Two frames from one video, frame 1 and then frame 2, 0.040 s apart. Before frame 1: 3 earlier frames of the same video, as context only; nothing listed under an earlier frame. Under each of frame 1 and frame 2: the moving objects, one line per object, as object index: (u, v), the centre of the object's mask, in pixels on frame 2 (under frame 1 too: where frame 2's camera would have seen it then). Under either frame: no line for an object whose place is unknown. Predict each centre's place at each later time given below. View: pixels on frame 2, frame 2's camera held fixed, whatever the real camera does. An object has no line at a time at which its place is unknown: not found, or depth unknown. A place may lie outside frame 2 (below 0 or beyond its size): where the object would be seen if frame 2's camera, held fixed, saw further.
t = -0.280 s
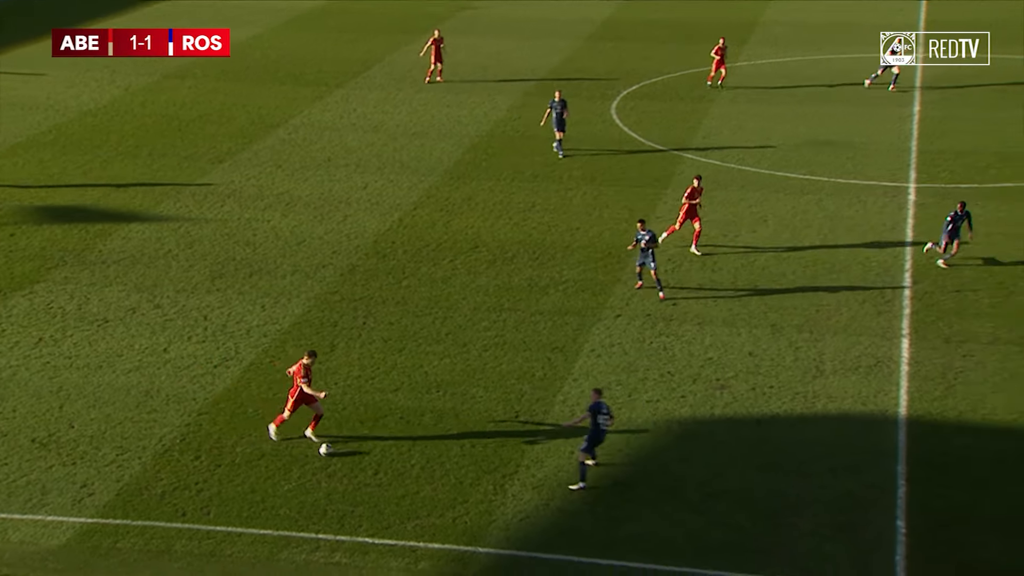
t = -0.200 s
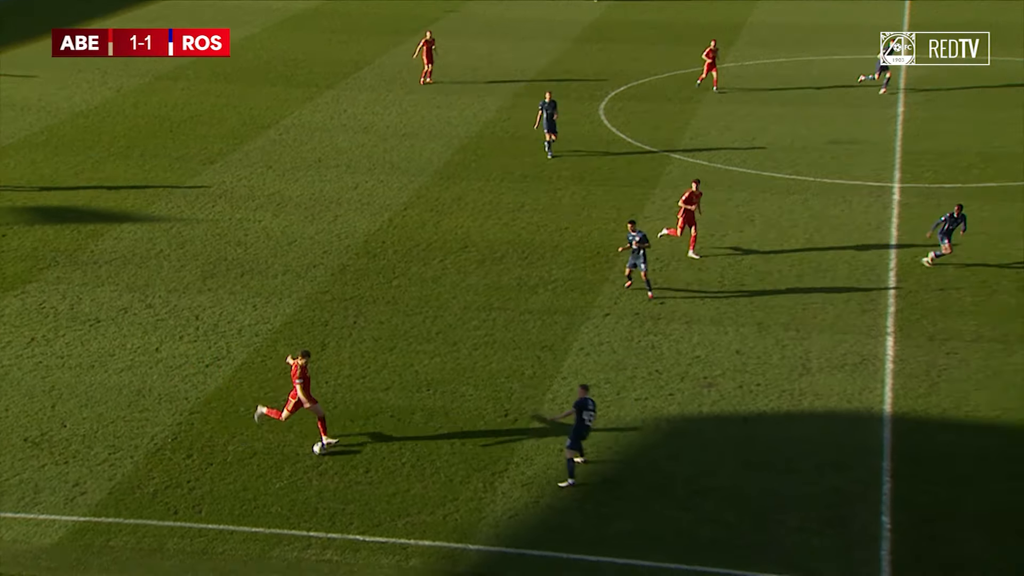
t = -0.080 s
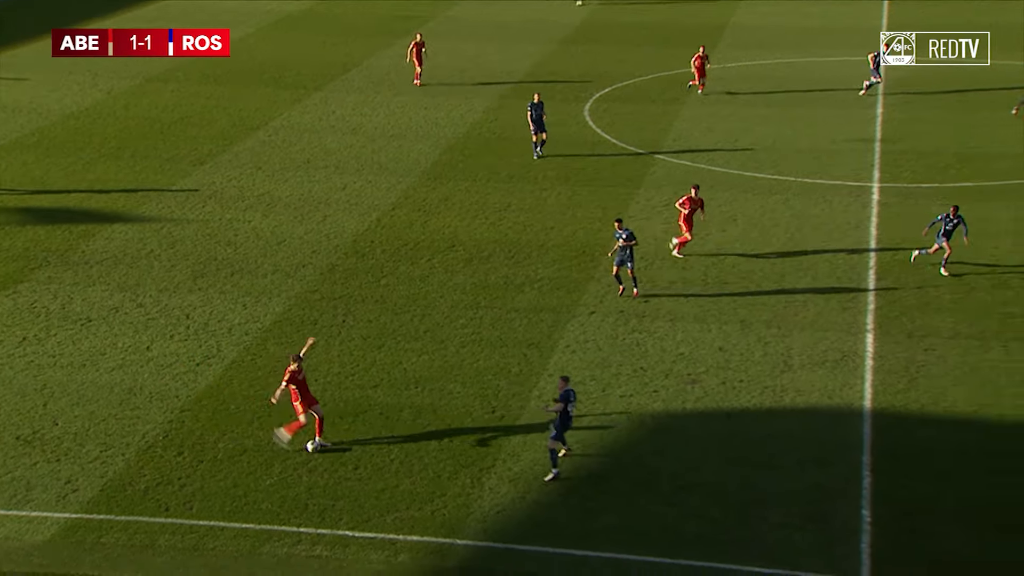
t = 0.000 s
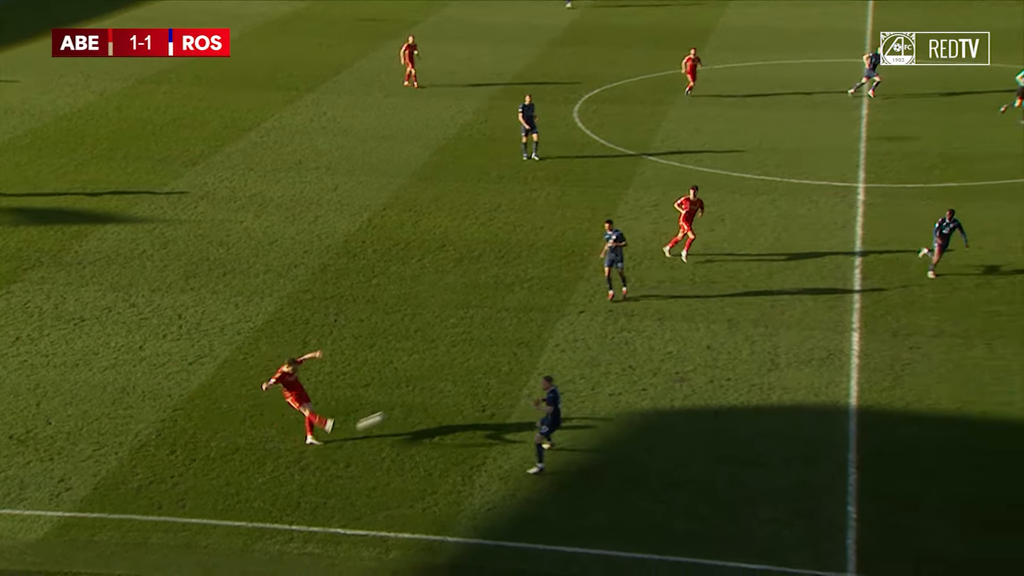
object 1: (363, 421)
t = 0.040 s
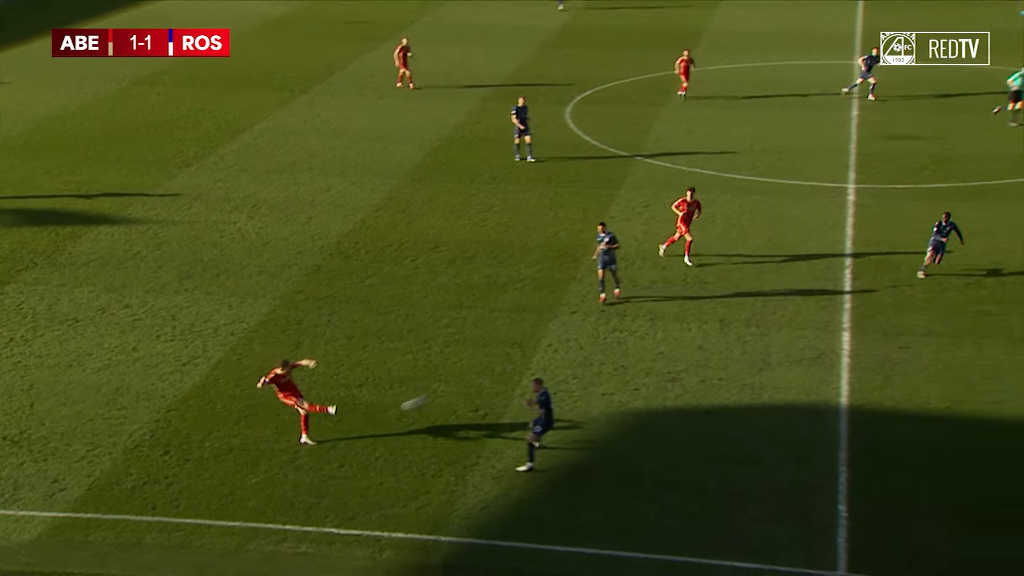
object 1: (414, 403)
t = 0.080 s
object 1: (465, 384)
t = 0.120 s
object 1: (515, 367)
